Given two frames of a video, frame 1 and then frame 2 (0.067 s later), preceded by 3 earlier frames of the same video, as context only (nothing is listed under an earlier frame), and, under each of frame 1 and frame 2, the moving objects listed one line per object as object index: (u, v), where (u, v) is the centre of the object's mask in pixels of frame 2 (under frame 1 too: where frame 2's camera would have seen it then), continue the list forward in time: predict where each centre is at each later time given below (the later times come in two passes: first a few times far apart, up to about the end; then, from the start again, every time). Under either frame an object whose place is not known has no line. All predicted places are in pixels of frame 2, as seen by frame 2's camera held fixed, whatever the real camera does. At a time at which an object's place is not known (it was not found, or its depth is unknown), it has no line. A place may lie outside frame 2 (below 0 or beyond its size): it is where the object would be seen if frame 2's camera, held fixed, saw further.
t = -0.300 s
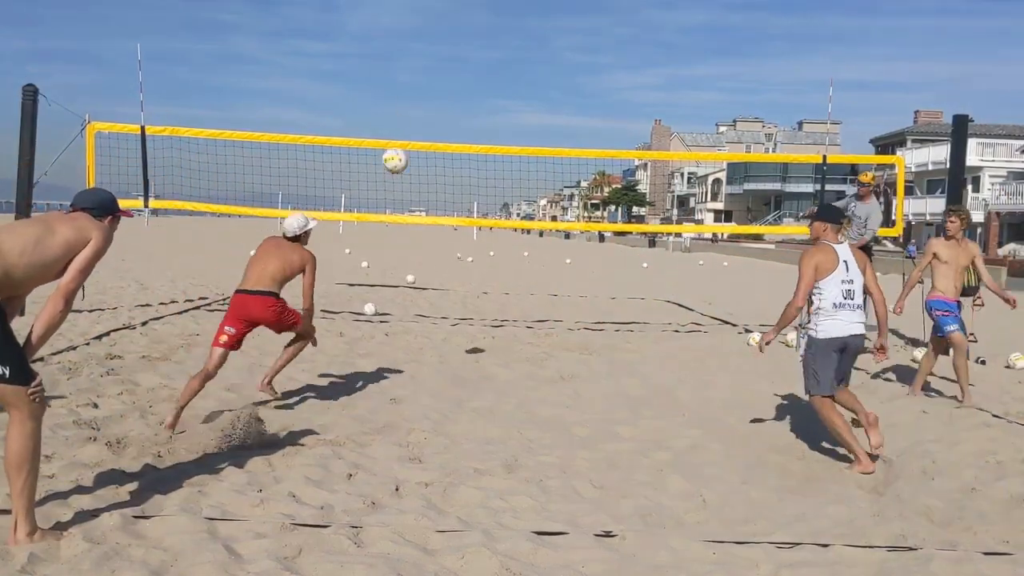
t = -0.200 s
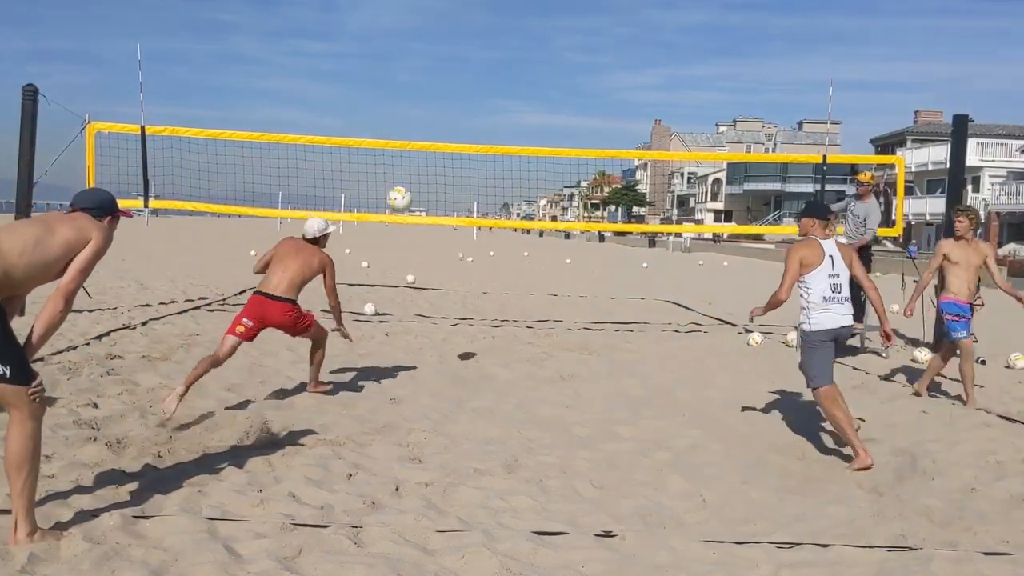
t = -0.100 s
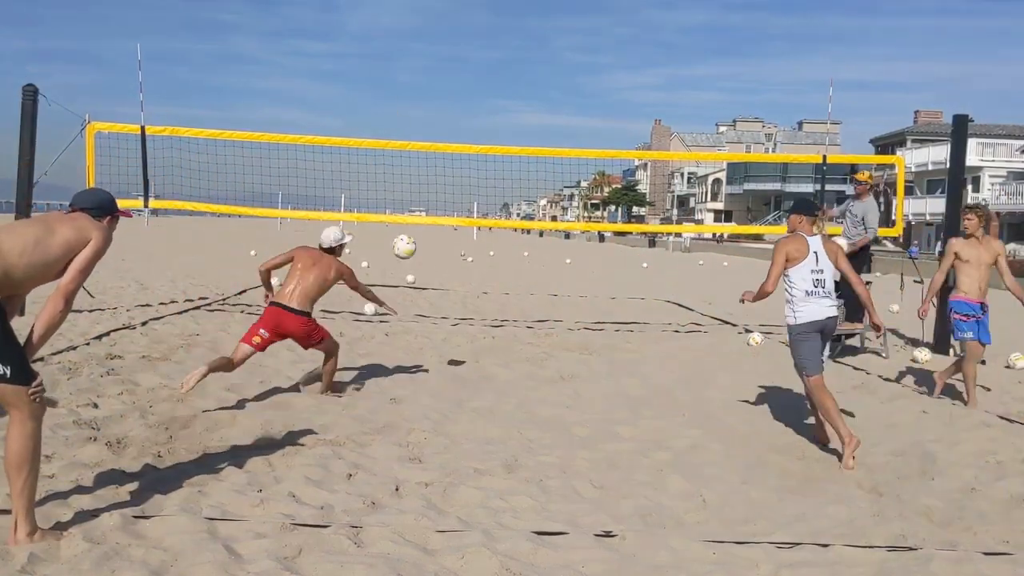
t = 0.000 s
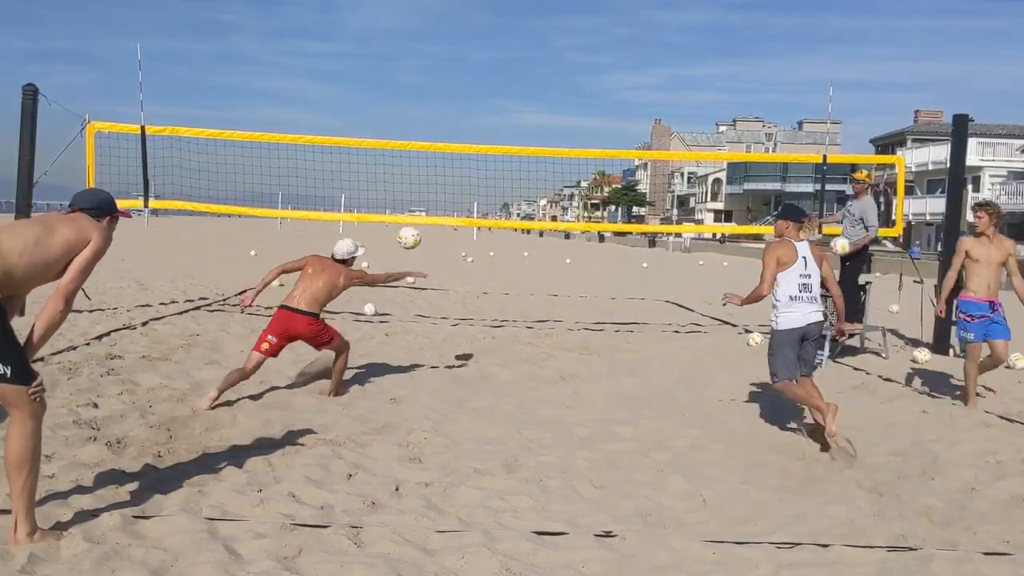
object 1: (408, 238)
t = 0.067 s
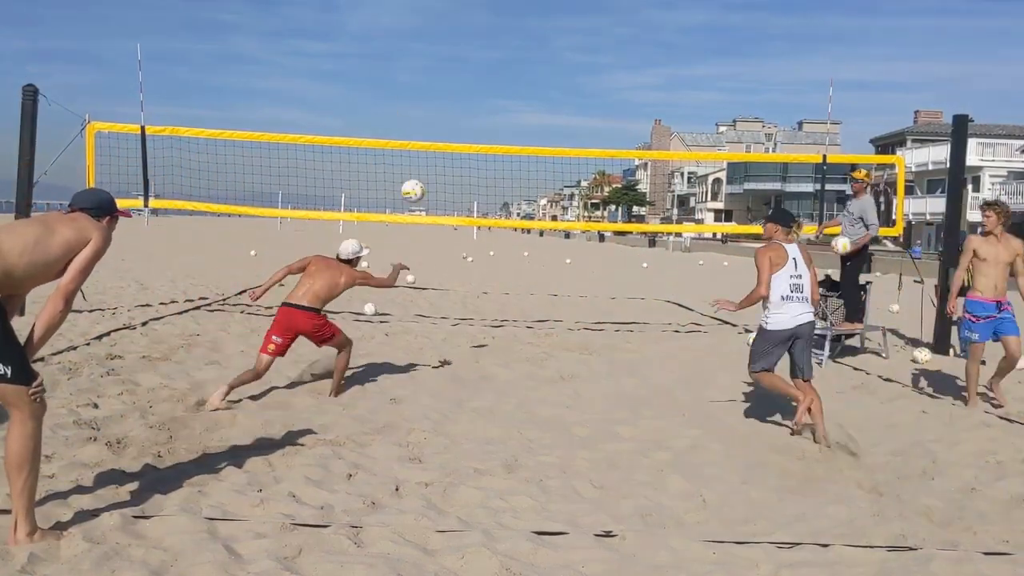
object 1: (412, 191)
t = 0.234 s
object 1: (422, 97)
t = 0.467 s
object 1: (431, 19)
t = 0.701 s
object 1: (441, 6)
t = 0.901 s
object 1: (447, 30)
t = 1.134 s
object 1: (454, 109)
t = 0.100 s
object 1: (414, 170)
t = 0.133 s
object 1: (416, 150)
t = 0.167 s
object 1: (418, 130)
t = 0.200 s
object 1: (420, 114)
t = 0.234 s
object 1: (422, 97)
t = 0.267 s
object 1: (423, 82)
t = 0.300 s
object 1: (425, 69)
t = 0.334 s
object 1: (426, 56)
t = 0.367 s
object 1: (428, 45)
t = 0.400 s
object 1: (429, 35)
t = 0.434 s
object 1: (431, 26)
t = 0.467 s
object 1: (431, 19)
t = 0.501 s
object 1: (433, 13)
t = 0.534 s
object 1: (434, 9)
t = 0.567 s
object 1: (436, 7)
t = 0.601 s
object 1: (437, 6)
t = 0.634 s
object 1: (438, 5)
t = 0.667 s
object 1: (440, 5)
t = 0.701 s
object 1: (441, 6)
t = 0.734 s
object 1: (442, 7)
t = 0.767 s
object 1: (443, 8)
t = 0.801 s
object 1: (444, 11)
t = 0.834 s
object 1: (445, 16)
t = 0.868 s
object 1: (446, 22)
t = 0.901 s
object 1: (447, 30)
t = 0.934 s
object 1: (448, 38)
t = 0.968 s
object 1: (449, 47)
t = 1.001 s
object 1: (450, 58)
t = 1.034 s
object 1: (451, 69)
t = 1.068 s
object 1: (451, 82)
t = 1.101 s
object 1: (452, 95)
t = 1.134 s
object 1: (454, 109)
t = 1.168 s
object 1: (454, 124)
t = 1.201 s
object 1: (456, 140)
